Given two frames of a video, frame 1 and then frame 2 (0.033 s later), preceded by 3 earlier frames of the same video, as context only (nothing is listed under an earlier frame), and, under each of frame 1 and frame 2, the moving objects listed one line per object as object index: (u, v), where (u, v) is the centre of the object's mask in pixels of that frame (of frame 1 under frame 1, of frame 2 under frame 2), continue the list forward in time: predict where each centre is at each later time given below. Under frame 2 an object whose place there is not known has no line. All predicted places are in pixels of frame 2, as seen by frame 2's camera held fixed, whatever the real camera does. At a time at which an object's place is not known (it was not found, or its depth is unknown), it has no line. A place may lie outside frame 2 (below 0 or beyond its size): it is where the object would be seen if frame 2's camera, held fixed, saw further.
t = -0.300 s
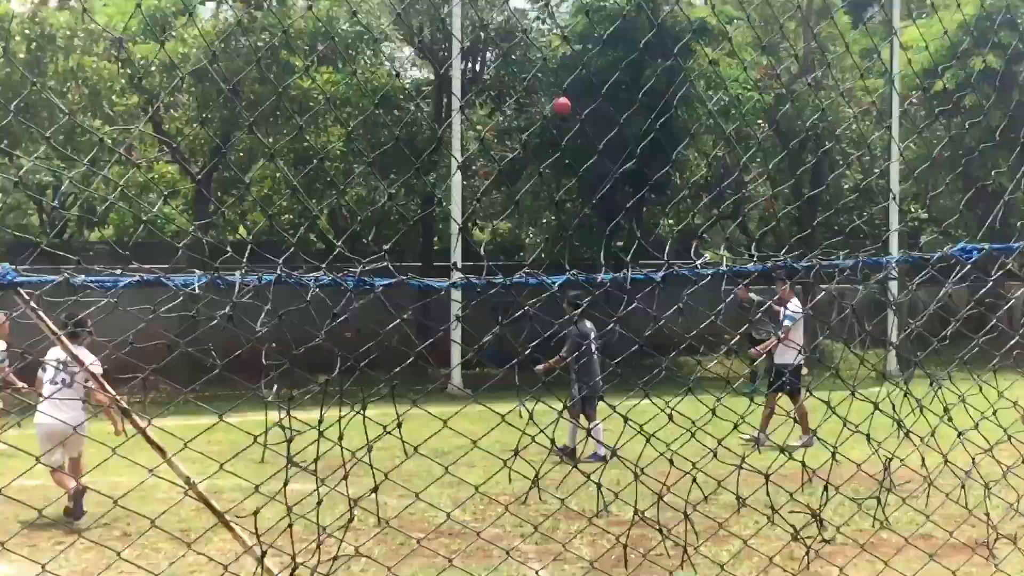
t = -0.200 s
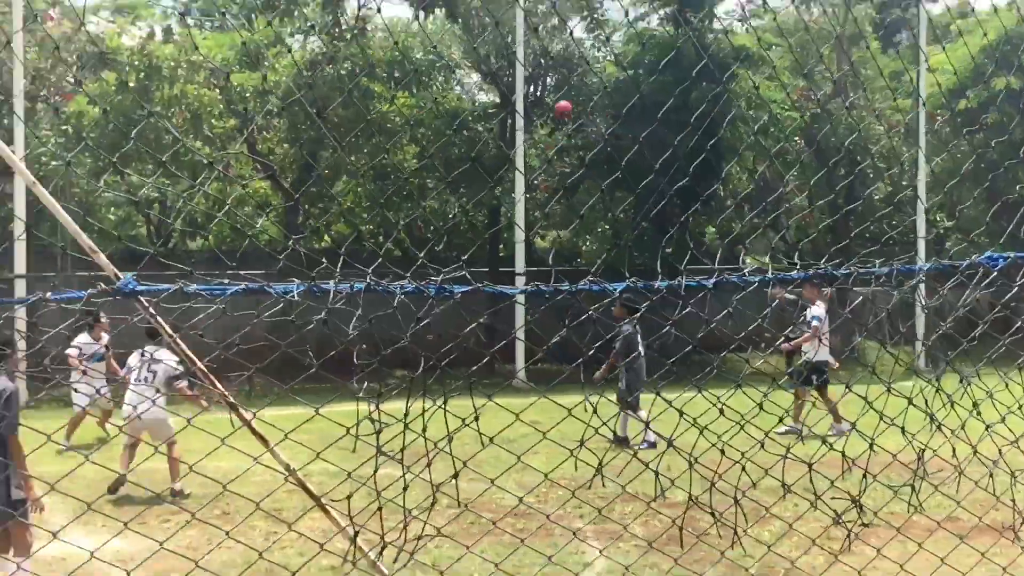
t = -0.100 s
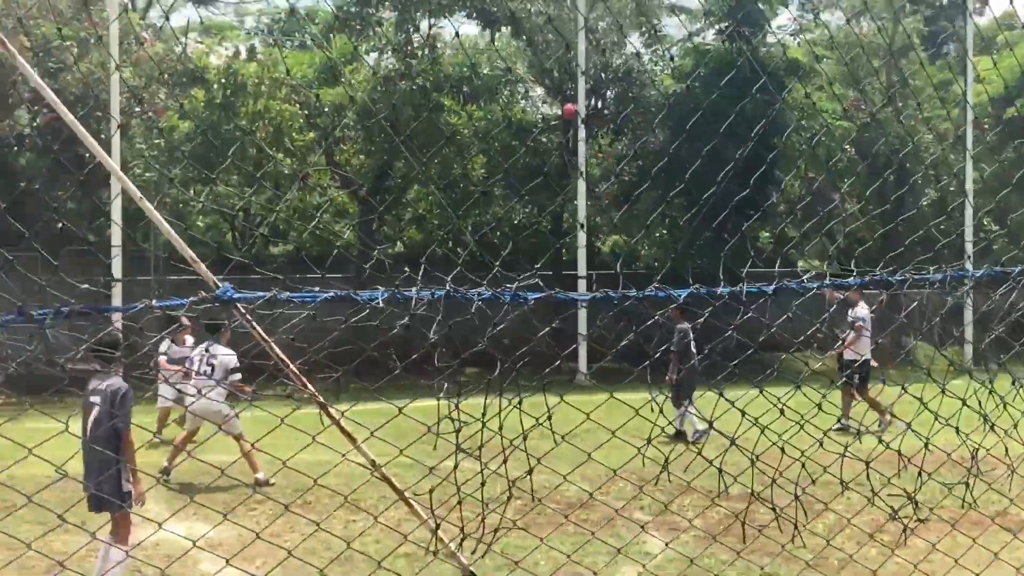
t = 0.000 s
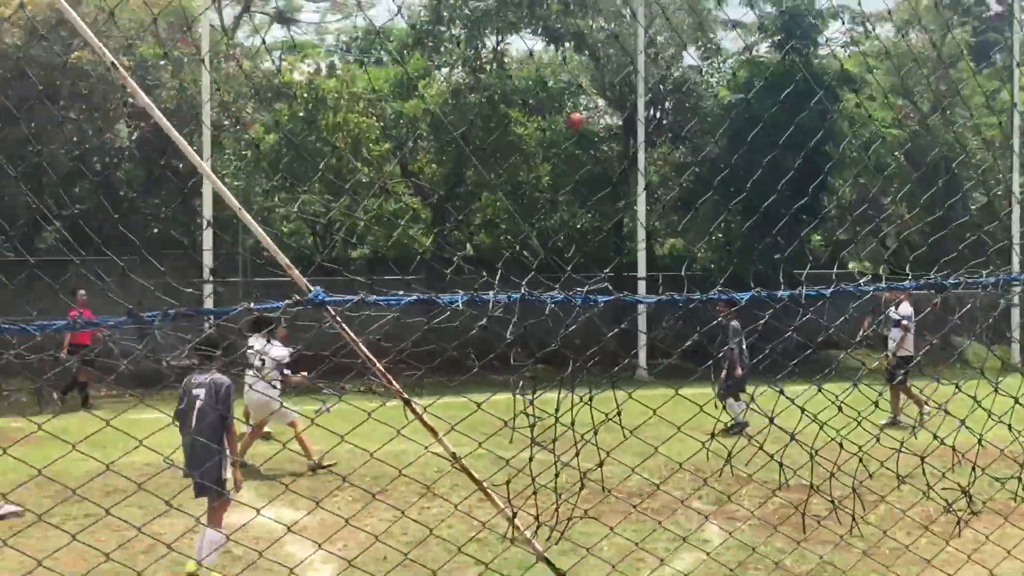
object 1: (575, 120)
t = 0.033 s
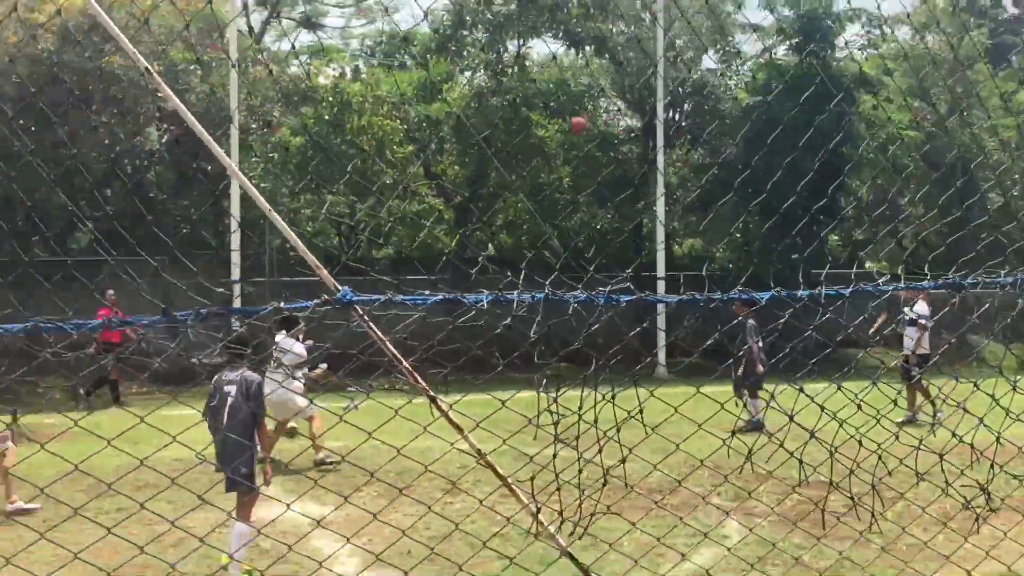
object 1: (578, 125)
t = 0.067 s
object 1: (559, 126)
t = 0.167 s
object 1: (500, 140)
